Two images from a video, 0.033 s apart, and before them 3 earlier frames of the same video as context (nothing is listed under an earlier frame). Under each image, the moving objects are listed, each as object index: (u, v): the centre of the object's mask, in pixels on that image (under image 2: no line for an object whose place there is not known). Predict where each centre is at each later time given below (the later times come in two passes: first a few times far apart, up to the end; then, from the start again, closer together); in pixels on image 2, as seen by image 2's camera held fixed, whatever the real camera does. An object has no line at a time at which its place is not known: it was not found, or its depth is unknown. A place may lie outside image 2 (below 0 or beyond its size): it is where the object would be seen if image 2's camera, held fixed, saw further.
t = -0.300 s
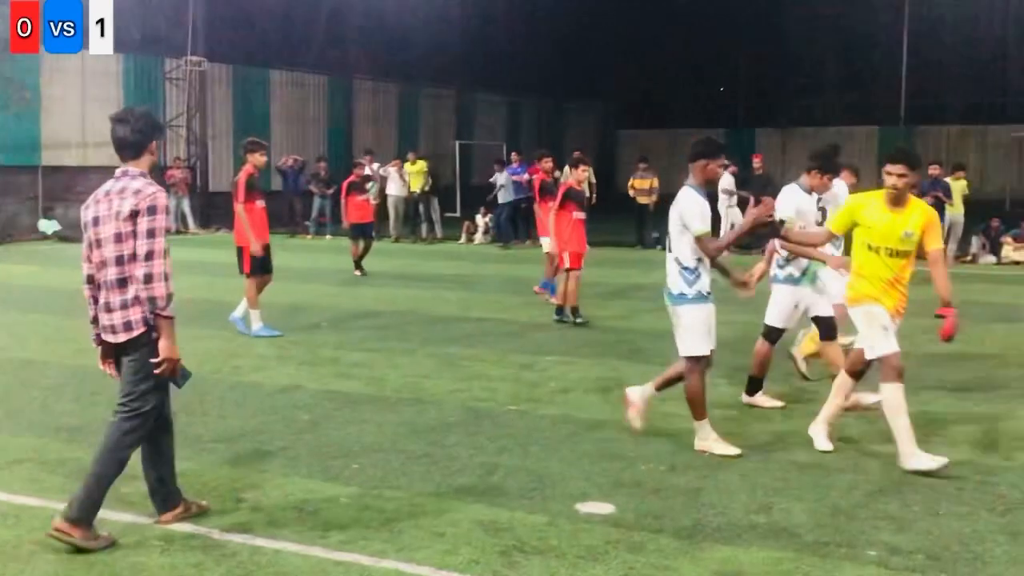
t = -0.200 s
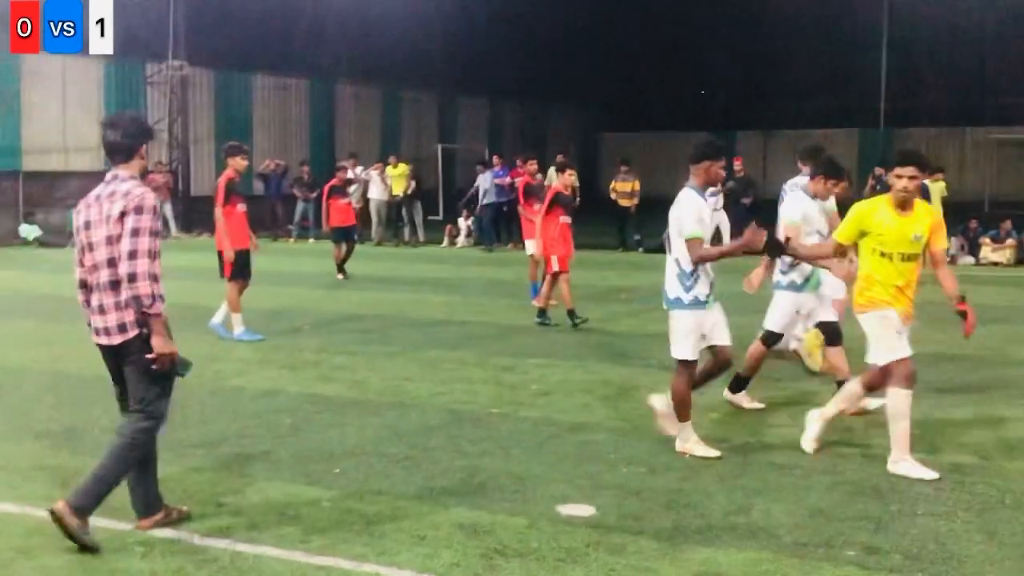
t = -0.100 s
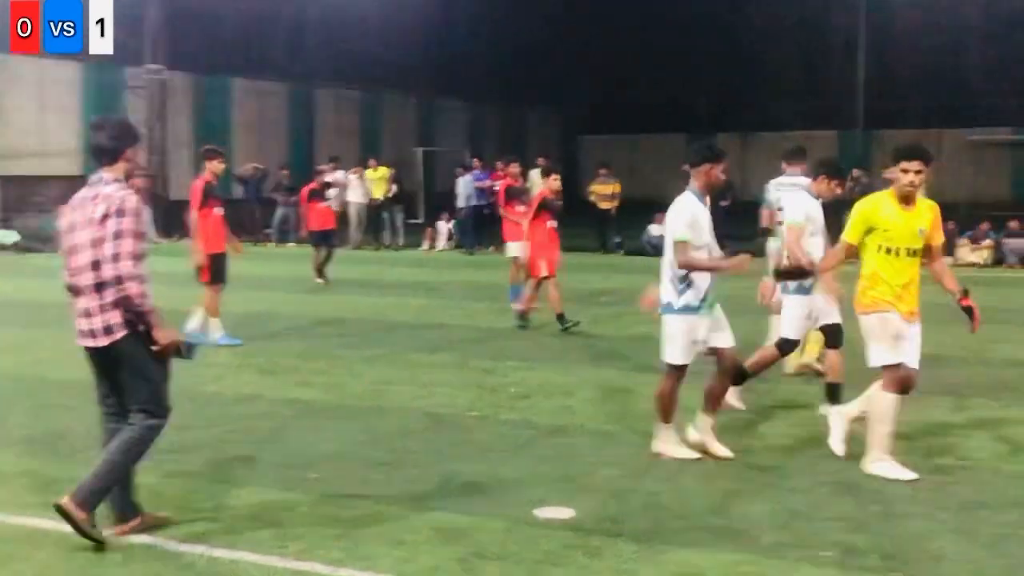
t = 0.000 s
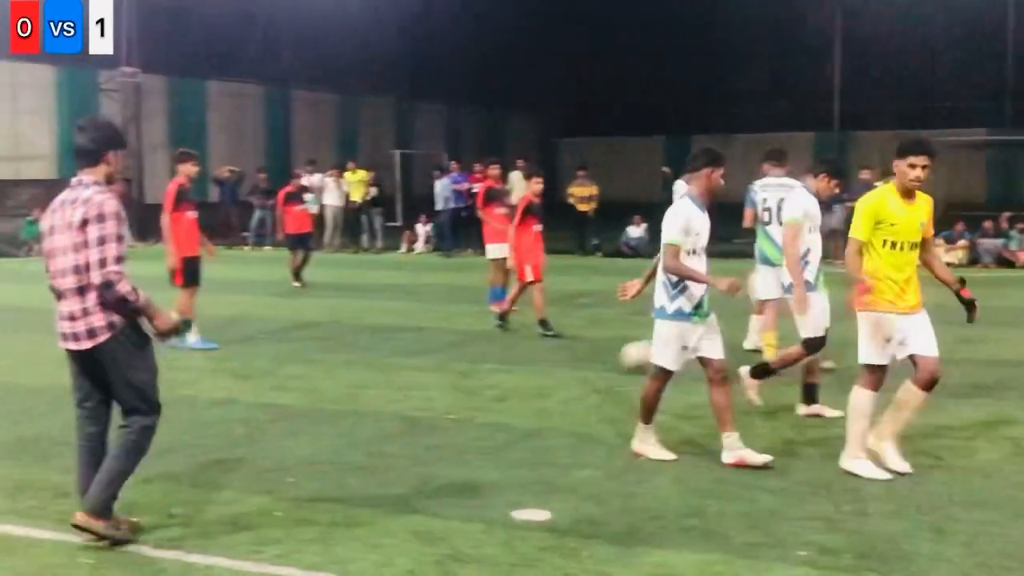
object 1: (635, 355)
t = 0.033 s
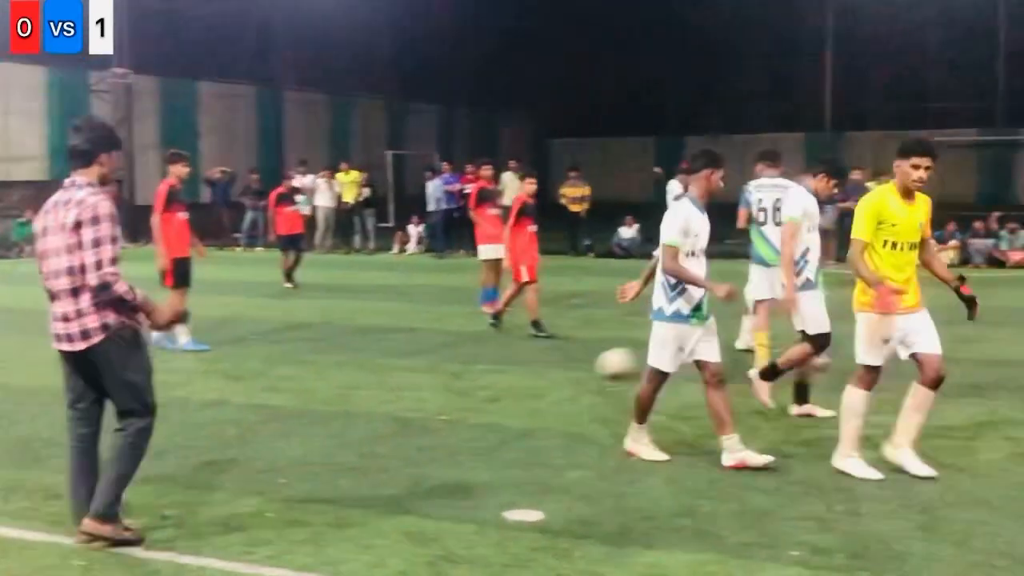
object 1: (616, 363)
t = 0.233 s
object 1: (542, 372)
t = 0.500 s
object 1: (458, 395)
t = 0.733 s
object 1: (379, 412)
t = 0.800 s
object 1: (355, 419)
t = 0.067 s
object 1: (603, 366)
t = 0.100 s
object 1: (590, 363)
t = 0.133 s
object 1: (578, 363)
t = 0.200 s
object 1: (554, 367)
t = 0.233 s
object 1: (542, 372)
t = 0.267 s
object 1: (531, 379)
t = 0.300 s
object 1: (520, 382)
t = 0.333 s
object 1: (511, 381)
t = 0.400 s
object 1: (490, 384)
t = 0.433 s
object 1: (479, 389)
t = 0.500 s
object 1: (458, 395)
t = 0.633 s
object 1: (412, 405)
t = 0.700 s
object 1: (389, 410)
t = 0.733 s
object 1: (379, 412)
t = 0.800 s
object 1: (355, 419)
